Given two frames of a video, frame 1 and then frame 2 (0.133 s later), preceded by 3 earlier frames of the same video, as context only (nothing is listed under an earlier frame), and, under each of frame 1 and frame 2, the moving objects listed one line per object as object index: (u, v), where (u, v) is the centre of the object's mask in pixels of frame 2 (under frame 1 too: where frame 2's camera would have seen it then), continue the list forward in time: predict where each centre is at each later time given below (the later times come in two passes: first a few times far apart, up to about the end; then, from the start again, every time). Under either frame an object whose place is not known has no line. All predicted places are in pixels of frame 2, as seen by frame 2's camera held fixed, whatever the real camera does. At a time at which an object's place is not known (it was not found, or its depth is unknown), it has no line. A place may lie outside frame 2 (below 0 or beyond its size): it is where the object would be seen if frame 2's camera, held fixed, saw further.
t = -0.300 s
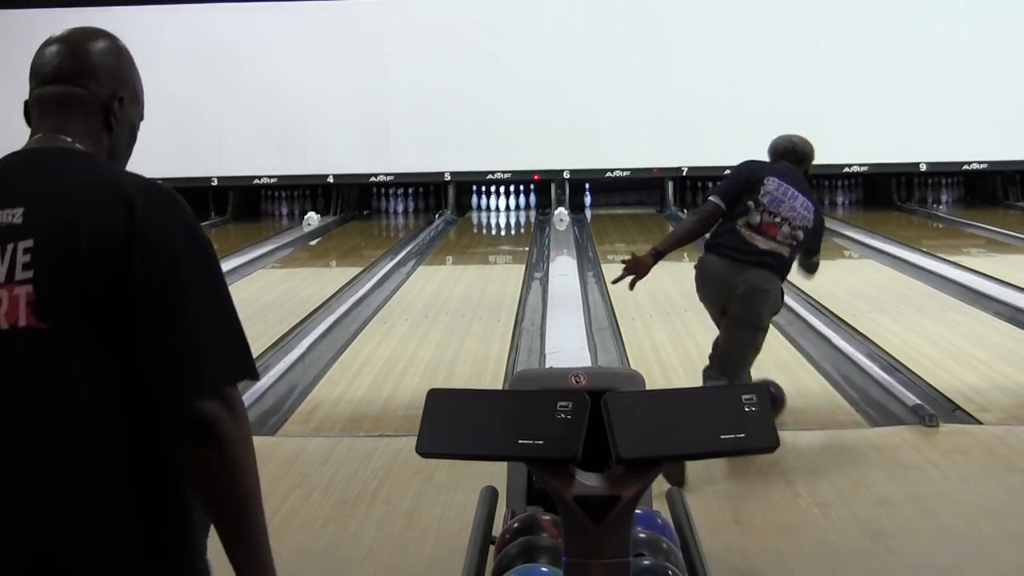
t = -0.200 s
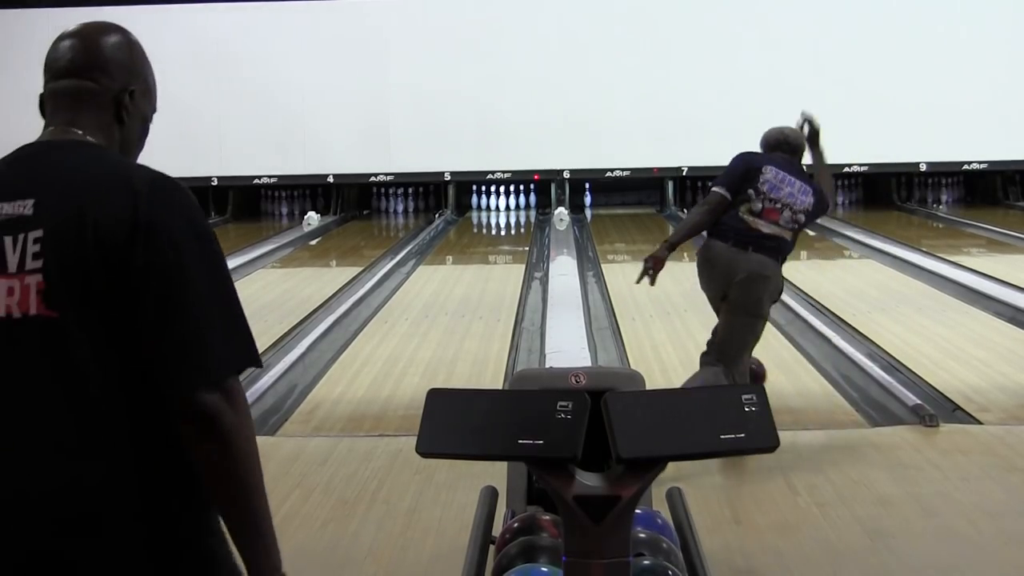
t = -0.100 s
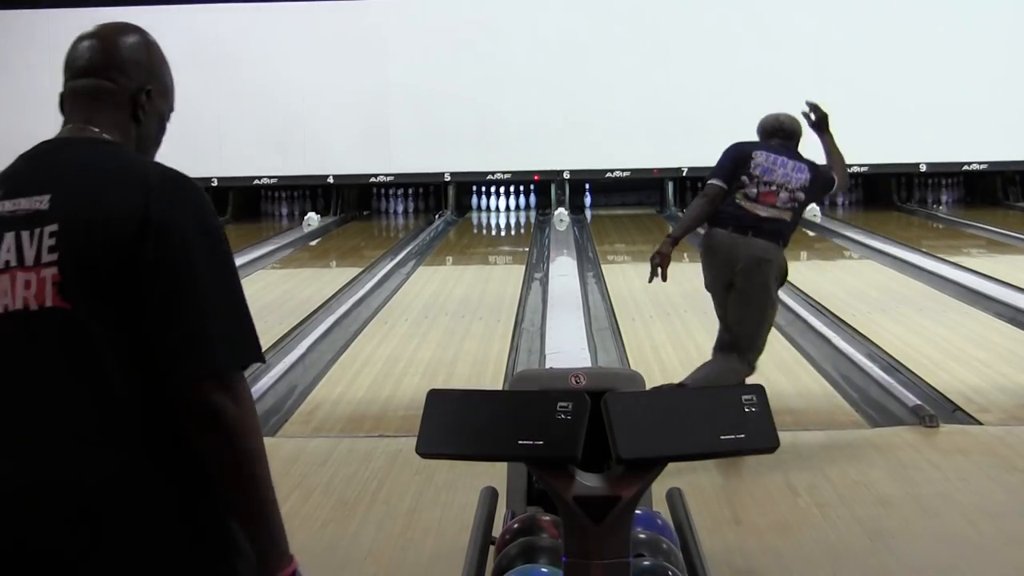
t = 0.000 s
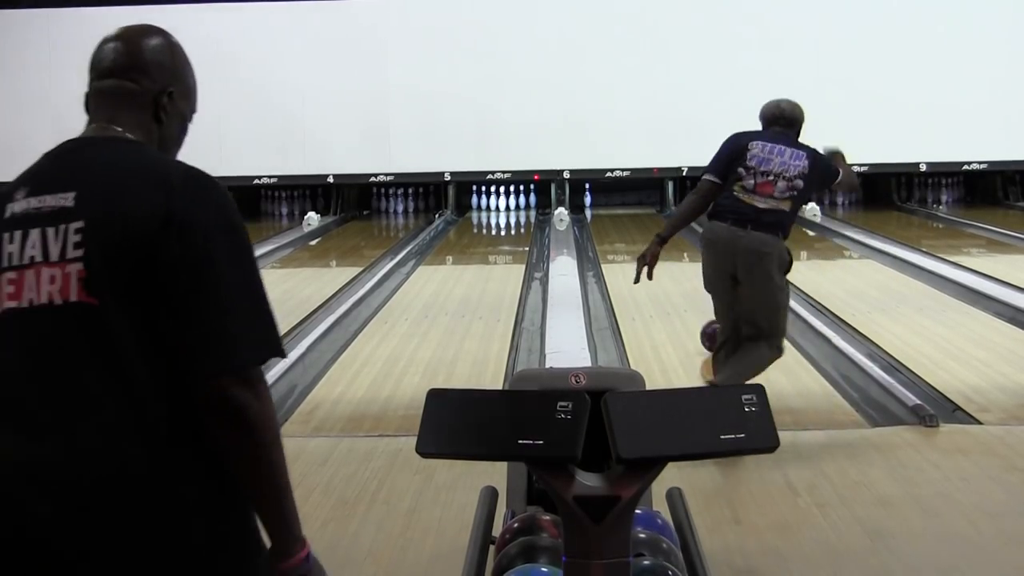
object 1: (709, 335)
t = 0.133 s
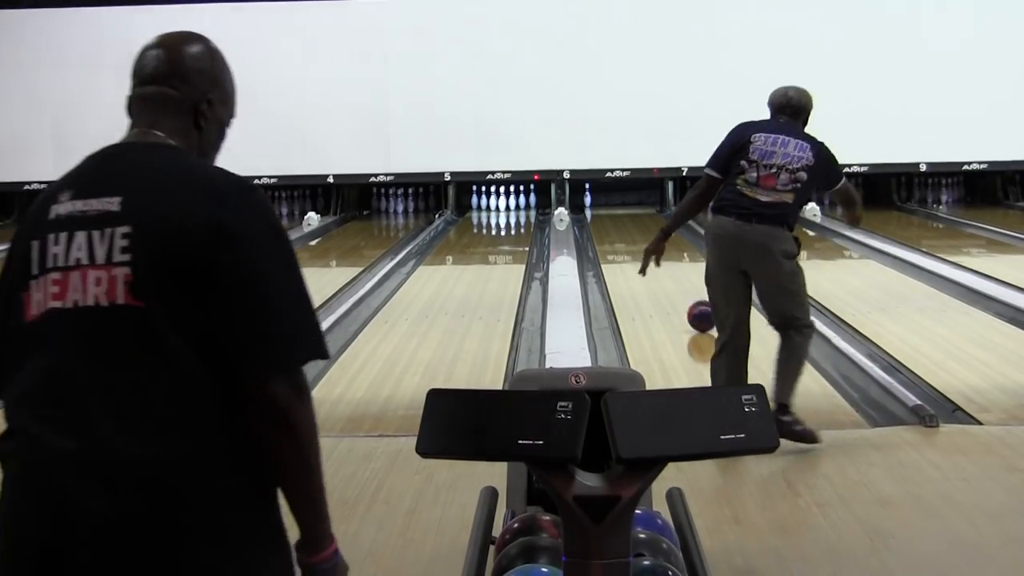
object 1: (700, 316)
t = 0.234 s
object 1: (693, 303)
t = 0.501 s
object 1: (672, 276)
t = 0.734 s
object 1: (659, 258)
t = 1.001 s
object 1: (645, 242)
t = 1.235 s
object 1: (636, 230)
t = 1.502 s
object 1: (626, 221)
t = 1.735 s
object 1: (616, 213)
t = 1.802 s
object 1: (614, 212)
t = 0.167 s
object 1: (698, 311)
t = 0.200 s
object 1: (696, 307)
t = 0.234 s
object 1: (693, 303)
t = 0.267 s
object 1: (690, 299)
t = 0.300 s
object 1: (687, 295)
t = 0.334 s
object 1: (685, 292)
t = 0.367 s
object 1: (682, 288)
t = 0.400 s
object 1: (679, 285)
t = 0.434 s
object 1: (677, 282)
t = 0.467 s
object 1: (675, 279)
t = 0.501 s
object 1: (672, 276)
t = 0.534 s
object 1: (670, 273)
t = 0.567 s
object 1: (668, 270)
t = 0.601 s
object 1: (666, 268)
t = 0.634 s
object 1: (664, 265)
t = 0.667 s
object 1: (662, 263)
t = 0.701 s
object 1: (660, 261)
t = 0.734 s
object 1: (659, 258)
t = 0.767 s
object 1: (657, 256)
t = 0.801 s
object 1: (655, 254)
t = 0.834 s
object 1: (653, 252)
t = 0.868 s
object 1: (652, 250)
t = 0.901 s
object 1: (650, 247)
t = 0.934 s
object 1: (648, 246)
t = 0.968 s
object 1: (647, 244)
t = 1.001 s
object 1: (645, 242)
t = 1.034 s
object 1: (644, 241)
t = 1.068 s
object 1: (643, 239)
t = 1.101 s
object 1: (642, 237)
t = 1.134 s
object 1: (640, 235)
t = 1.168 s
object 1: (639, 233)
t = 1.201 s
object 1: (638, 232)
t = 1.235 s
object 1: (636, 230)
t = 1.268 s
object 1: (635, 229)
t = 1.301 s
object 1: (634, 228)
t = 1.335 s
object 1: (632, 227)
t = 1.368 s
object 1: (631, 225)
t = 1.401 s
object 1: (630, 223)
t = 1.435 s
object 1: (629, 222)
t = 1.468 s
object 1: (628, 222)
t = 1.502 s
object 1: (626, 221)
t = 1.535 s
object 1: (625, 220)
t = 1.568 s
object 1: (623, 218)
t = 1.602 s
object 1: (622, 218)
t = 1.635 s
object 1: (621, 216)
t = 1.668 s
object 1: (619, 214)
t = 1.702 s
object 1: (618, 214)
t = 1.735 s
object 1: (616, 213)
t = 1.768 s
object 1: (615, 212)
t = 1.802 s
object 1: (614, 212)
